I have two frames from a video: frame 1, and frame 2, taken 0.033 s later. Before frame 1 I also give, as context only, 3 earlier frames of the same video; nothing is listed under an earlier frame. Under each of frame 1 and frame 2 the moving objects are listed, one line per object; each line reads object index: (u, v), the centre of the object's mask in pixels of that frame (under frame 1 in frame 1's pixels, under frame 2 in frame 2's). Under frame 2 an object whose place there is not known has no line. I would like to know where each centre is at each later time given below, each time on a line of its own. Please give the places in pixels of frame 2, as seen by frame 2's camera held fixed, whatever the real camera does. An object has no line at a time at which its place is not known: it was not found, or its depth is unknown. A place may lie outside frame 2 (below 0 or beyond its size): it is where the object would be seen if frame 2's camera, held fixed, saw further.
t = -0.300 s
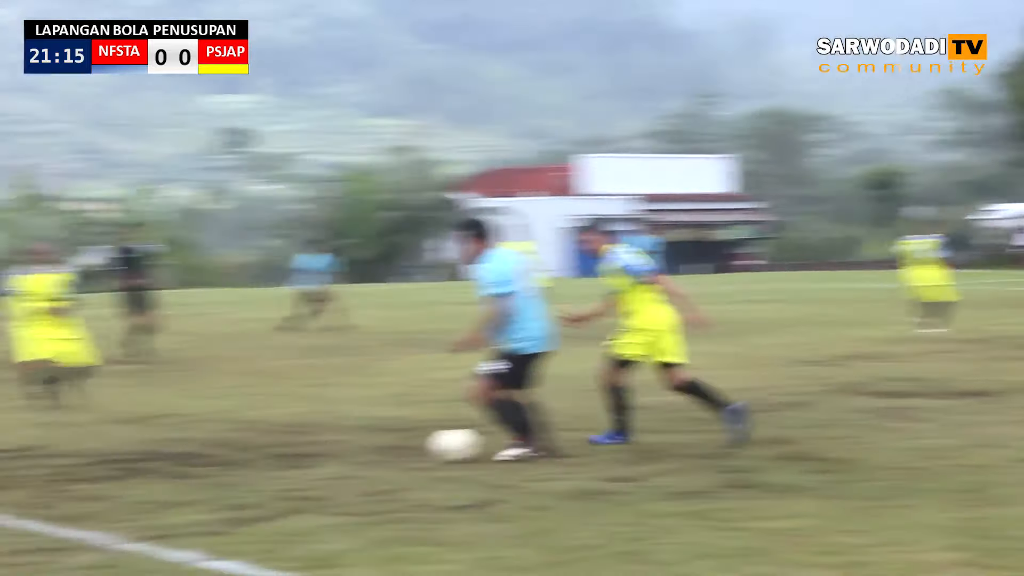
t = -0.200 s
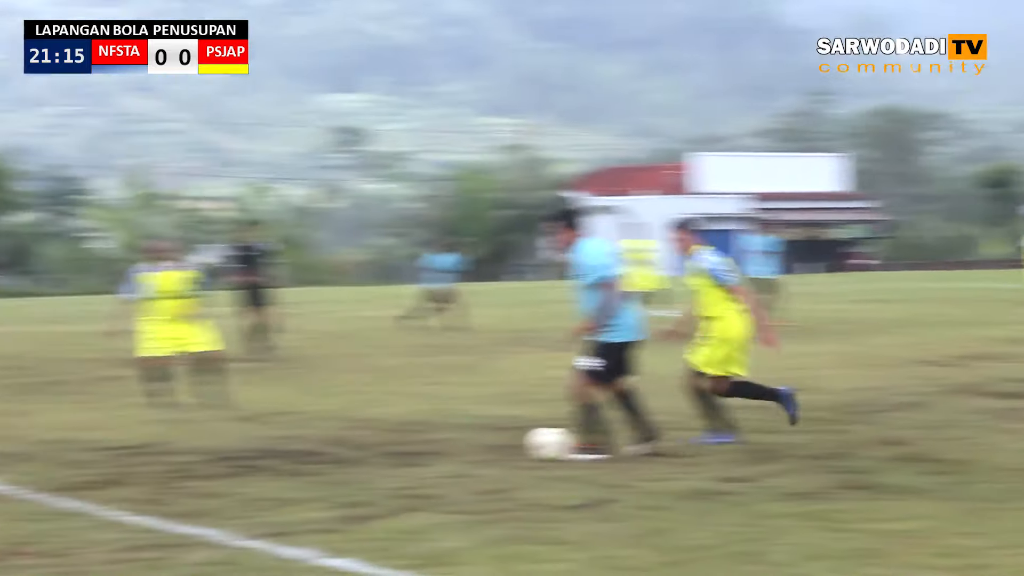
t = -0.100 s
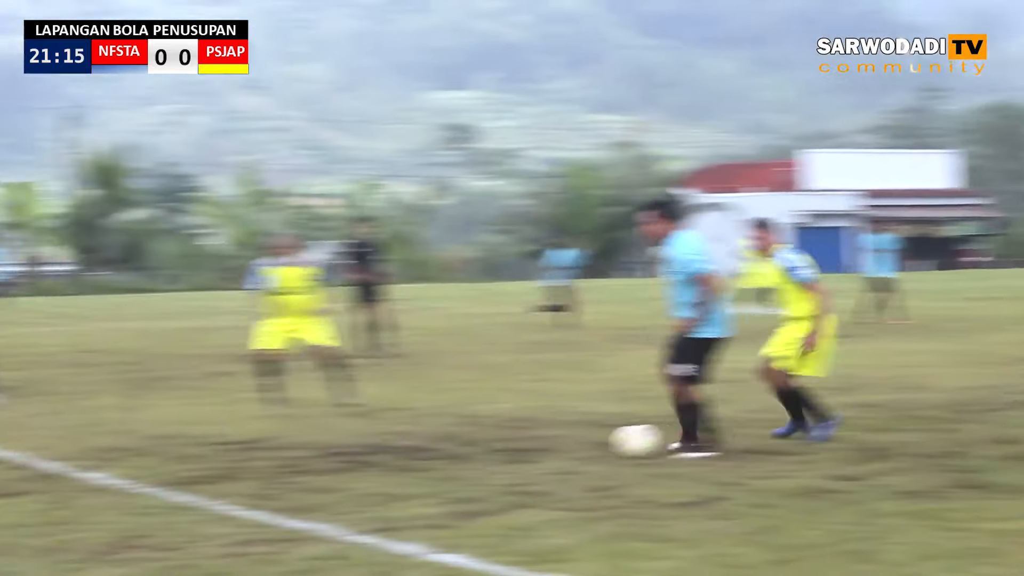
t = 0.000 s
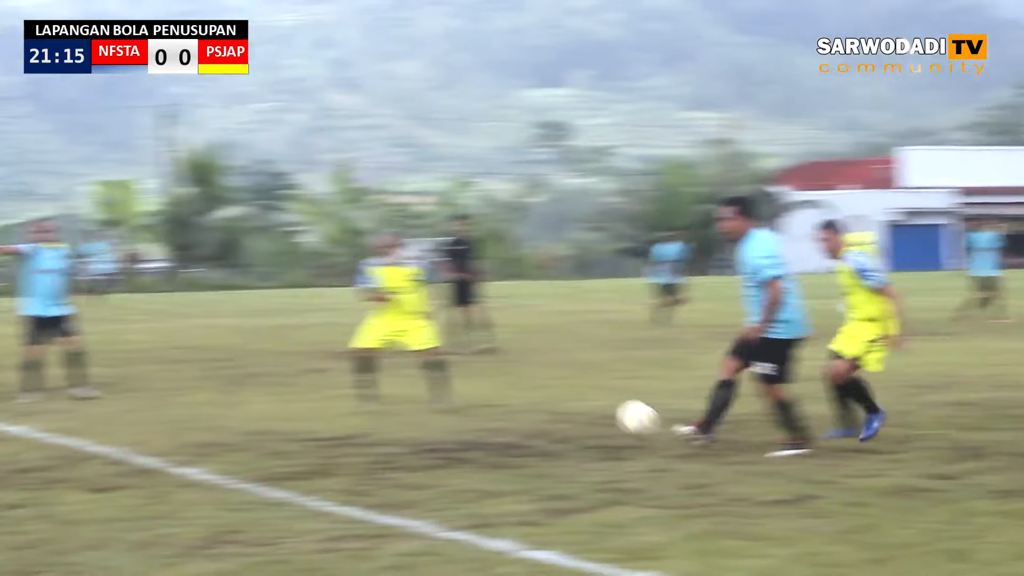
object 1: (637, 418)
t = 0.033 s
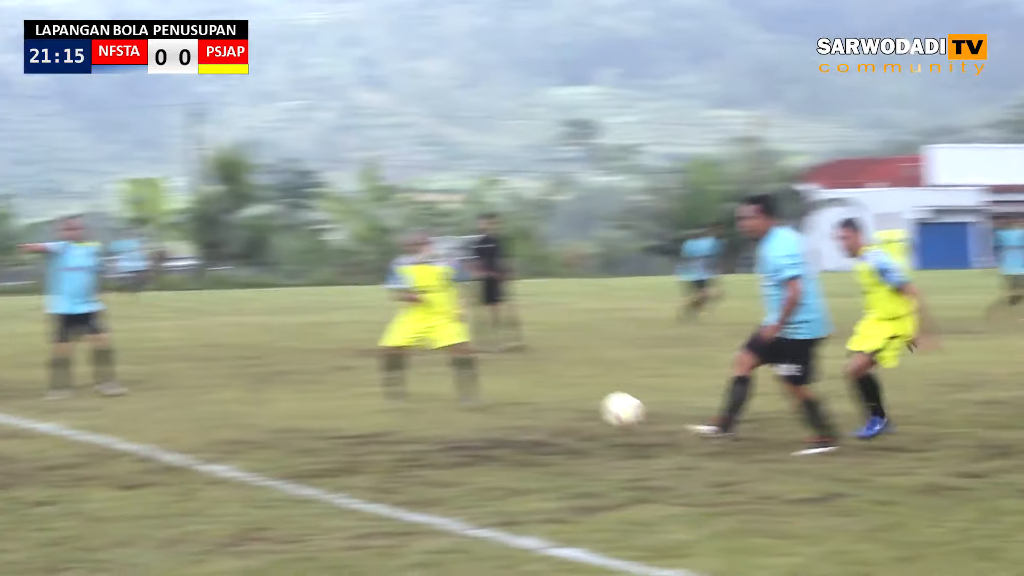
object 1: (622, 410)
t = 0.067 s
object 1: (581, 406)
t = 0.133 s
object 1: (498, 403)
